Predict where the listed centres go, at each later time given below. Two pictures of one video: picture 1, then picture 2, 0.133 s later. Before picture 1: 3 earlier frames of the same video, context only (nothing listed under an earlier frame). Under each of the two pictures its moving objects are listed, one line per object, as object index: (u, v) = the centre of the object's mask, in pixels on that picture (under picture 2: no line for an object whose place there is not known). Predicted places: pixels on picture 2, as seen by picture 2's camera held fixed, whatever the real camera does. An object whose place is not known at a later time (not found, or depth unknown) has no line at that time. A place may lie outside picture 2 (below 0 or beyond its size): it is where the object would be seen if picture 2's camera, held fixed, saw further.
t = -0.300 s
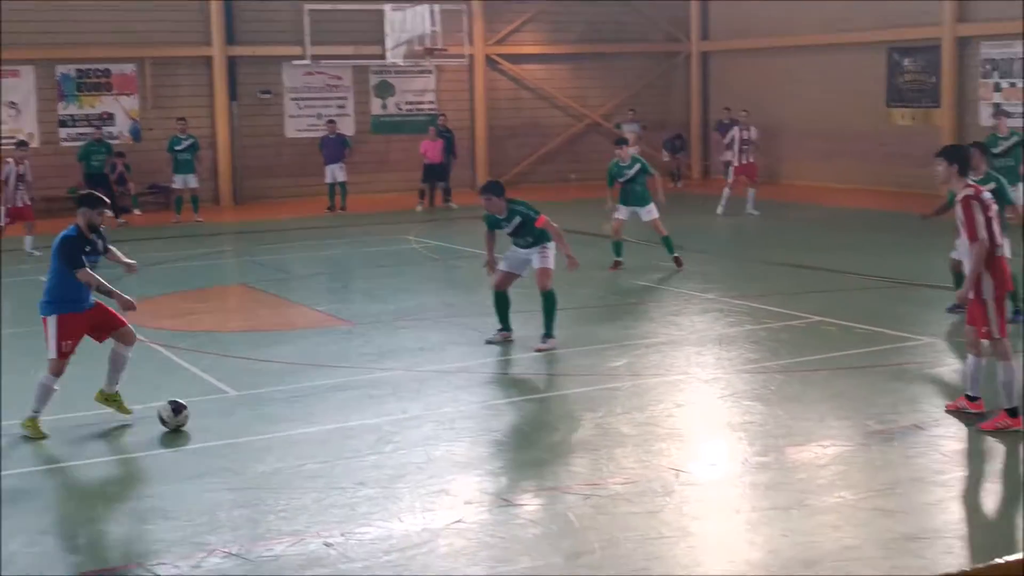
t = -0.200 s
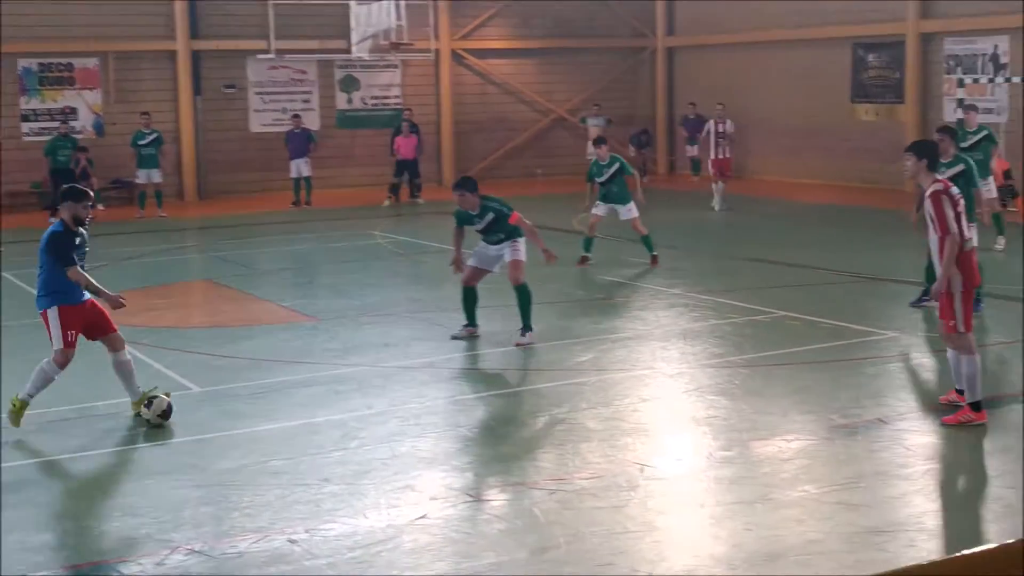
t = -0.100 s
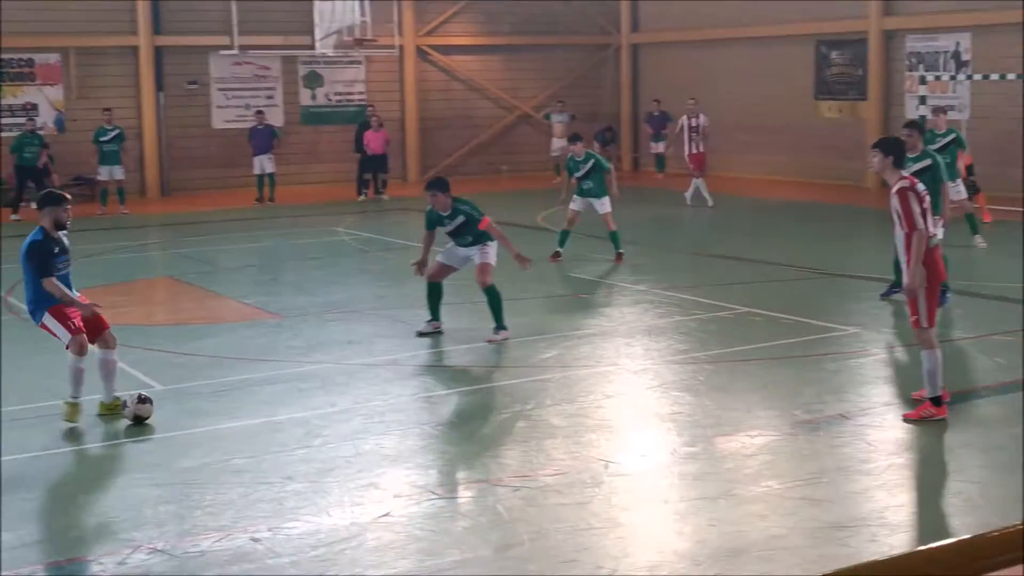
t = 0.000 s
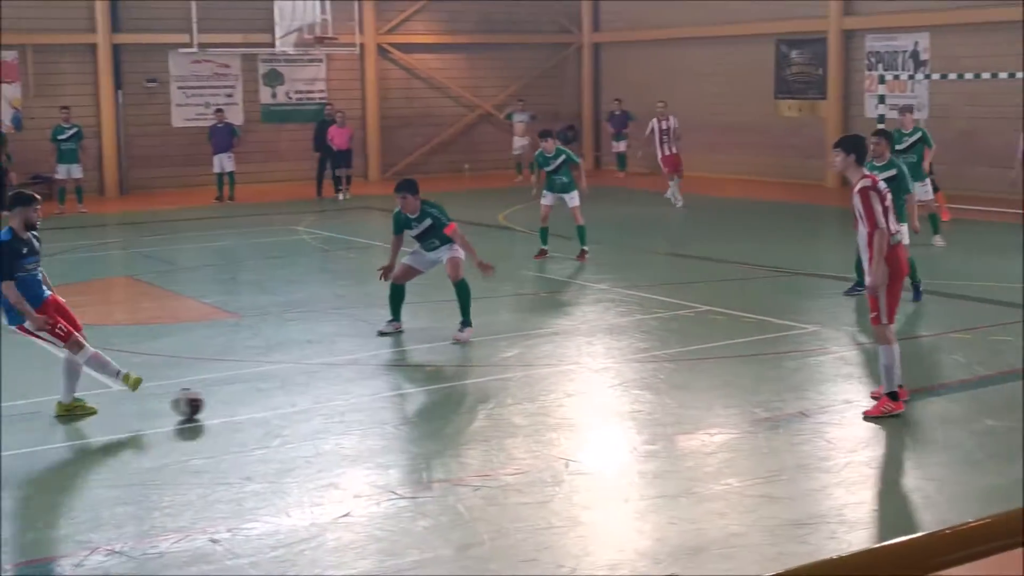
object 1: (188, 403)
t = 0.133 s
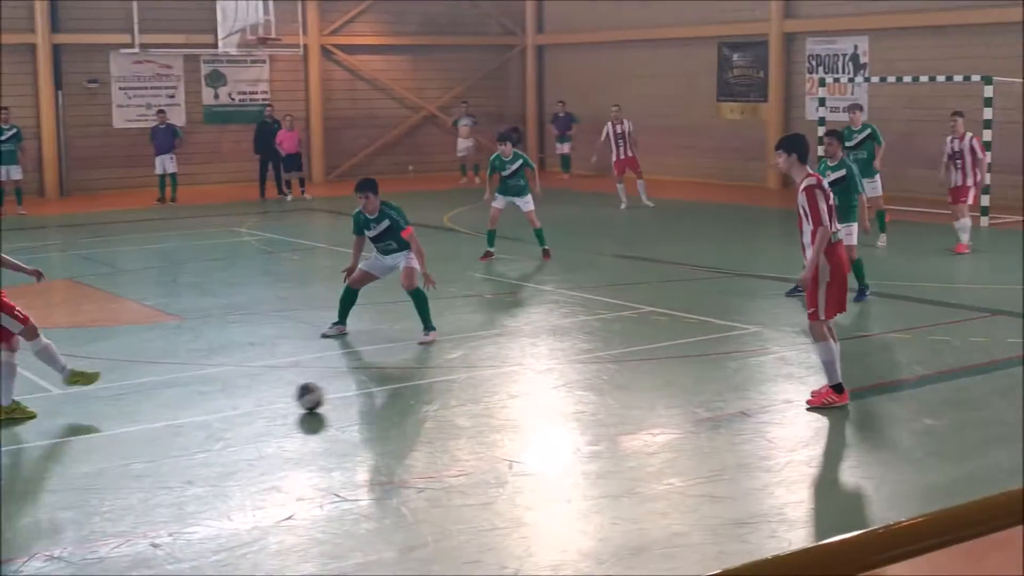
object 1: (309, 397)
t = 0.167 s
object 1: (350, 394)
